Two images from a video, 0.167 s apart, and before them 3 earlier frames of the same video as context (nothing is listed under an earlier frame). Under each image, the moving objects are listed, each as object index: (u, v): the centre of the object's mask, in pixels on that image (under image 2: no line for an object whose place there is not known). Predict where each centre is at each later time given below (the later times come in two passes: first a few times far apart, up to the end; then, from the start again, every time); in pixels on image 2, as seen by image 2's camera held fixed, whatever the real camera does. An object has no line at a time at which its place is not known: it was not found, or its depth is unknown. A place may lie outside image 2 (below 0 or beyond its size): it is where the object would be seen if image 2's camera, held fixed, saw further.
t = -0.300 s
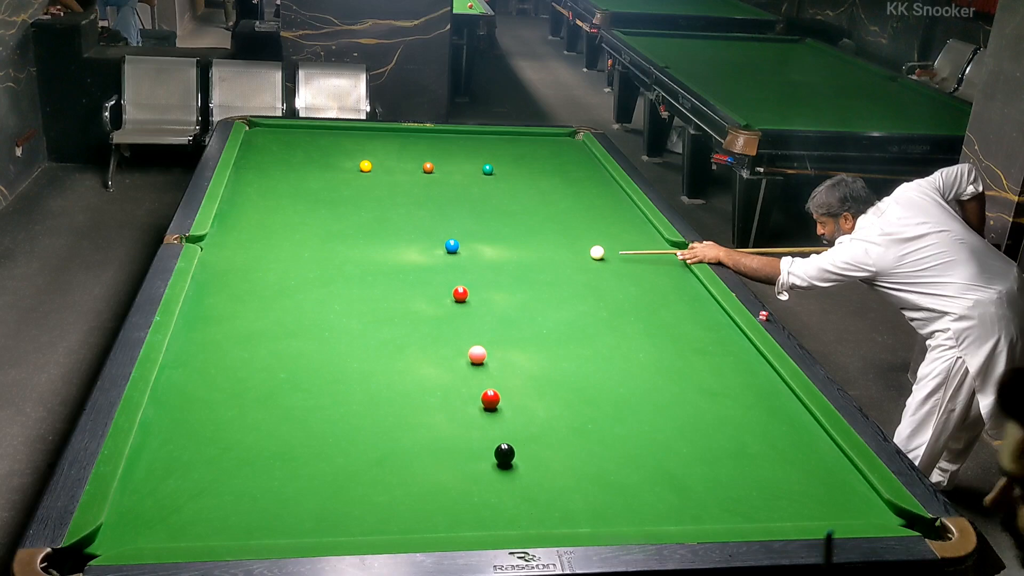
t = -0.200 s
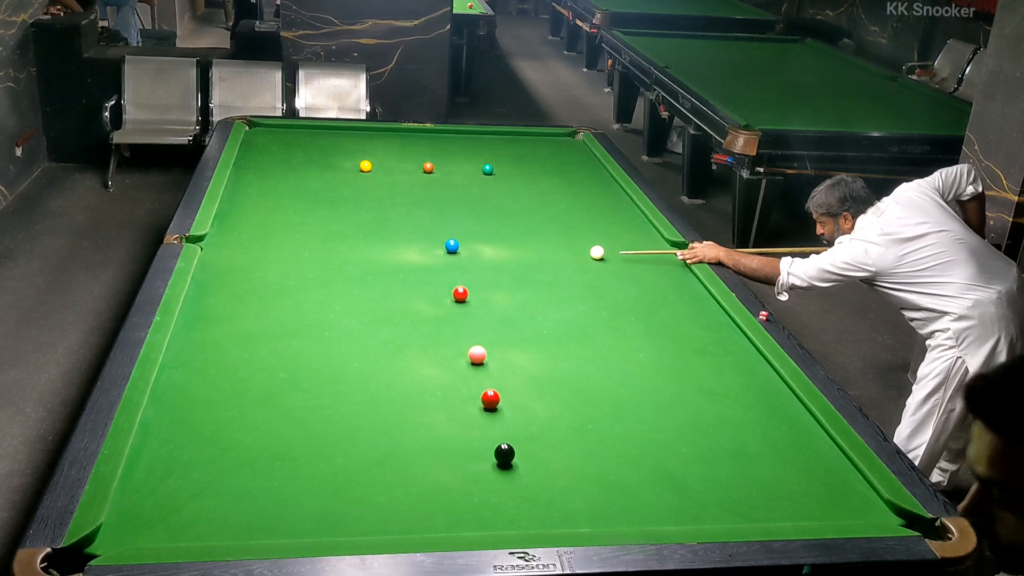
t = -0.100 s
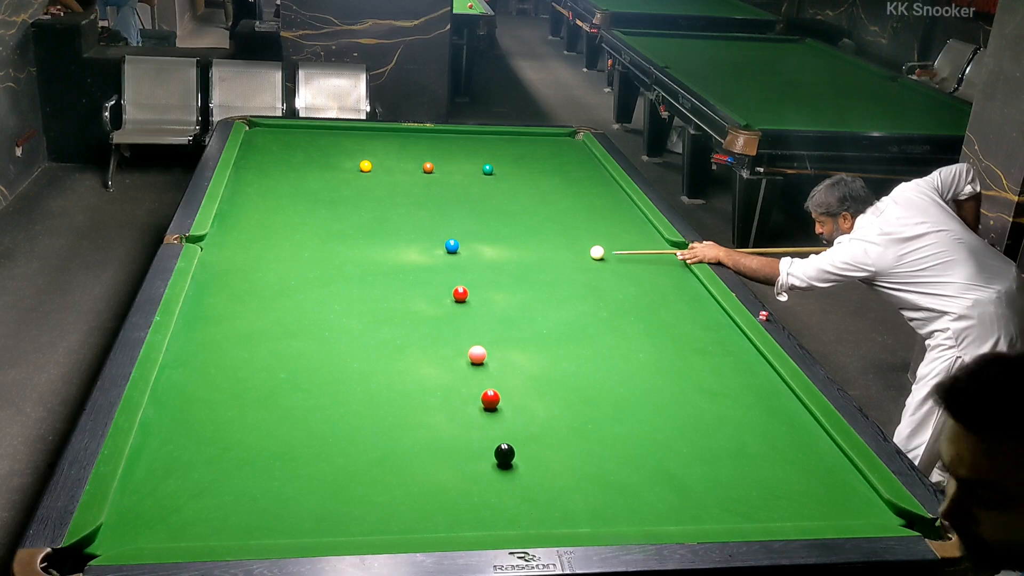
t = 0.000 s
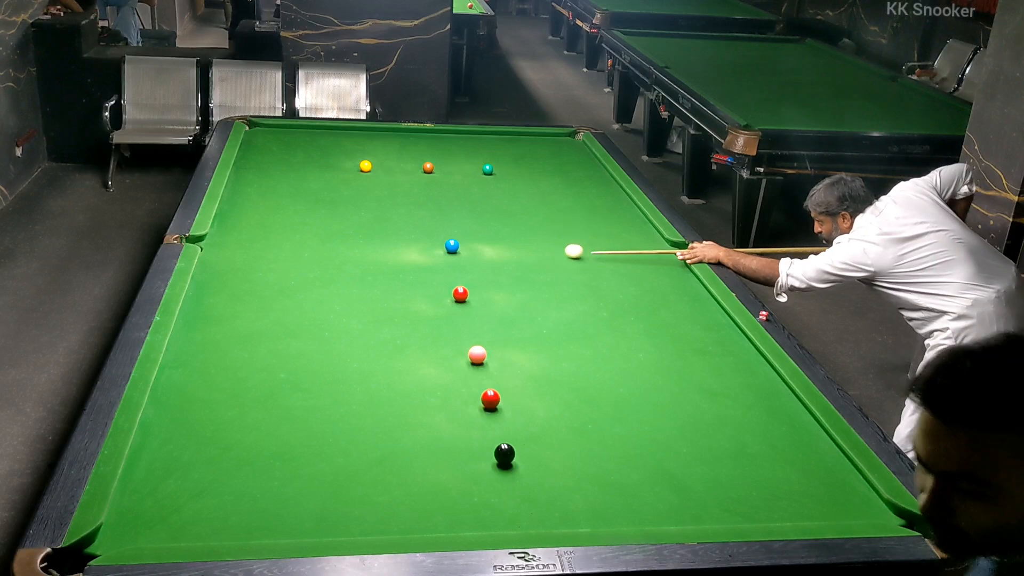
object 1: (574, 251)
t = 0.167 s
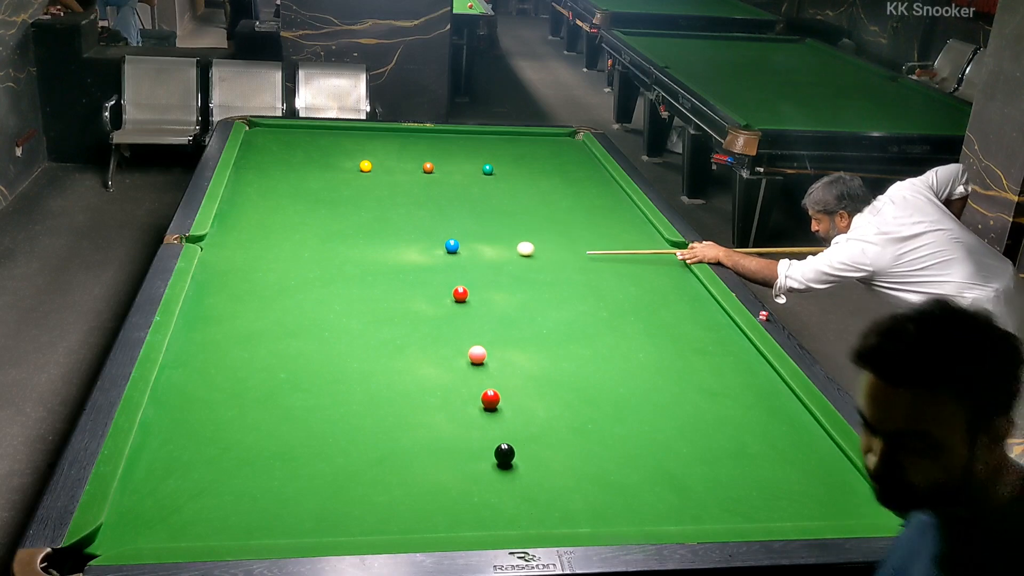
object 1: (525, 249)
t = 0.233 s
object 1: (507, 248)
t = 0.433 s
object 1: (464, 246)
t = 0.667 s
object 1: (449, 244)
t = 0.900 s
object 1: (435, 242)
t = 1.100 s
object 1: (425, 241)
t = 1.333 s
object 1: (414, 240)
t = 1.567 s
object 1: (405, 240)
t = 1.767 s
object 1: (399, 239)
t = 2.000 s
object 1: (394, 238)
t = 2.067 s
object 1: (393, 238)
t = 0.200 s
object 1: (517, 248)
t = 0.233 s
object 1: (507, 248)
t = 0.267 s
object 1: (498, 247)
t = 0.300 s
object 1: (489, 247)
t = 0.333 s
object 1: (480, 246)
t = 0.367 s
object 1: (471, 246)
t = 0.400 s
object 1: (465, 246)
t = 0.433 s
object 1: (464, 246)
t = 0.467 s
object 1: (462, 246)
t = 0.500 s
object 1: (460, 245)
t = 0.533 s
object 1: (458, 245)
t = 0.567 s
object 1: (455, 245)
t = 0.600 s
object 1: (453, 244)
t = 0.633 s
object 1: (451, 244)
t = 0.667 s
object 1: (449, 244)
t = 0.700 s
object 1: (447, 244)
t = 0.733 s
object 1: (445, 244)
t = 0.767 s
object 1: (443, 243)
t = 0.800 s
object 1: (441, 243)
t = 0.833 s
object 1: (439, 243)
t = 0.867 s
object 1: (437, 243)
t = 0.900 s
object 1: (435, 242)
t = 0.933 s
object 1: (433, 242)
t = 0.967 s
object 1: (431, 242)
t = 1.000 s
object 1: (430, 242)
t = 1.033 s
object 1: (428, 242)
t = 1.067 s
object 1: (426, 242)
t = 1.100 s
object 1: (425, 241)
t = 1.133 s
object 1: (423, 241)
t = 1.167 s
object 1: (421, 240)
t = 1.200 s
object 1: (420, 239)
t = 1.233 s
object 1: (418, 240)
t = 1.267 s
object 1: (417, 241)
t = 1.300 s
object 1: (415, 241)
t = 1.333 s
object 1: (414, 240)
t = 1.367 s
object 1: (413, 240)
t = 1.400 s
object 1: (411, 240)
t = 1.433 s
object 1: (410, 240)
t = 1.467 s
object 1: (409, 240)
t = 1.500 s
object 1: (408, 240)
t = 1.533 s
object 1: (406, 240)
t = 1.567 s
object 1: (405, 240)
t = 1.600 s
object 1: (404, 240)
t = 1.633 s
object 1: (403, 239)
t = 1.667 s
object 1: (402, 239)
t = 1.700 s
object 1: (401, 239)
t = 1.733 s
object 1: (400, 239)
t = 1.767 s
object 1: (399, 239)
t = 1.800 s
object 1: (398, 239)
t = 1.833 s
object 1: (397, 239)
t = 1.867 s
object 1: (397, 239)
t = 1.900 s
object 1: (396, 239)
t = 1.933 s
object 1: (395, 239)
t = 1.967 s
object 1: (394, 238)
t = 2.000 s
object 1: (394, 238)
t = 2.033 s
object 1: (393, 238)
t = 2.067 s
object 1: (393, 238)
